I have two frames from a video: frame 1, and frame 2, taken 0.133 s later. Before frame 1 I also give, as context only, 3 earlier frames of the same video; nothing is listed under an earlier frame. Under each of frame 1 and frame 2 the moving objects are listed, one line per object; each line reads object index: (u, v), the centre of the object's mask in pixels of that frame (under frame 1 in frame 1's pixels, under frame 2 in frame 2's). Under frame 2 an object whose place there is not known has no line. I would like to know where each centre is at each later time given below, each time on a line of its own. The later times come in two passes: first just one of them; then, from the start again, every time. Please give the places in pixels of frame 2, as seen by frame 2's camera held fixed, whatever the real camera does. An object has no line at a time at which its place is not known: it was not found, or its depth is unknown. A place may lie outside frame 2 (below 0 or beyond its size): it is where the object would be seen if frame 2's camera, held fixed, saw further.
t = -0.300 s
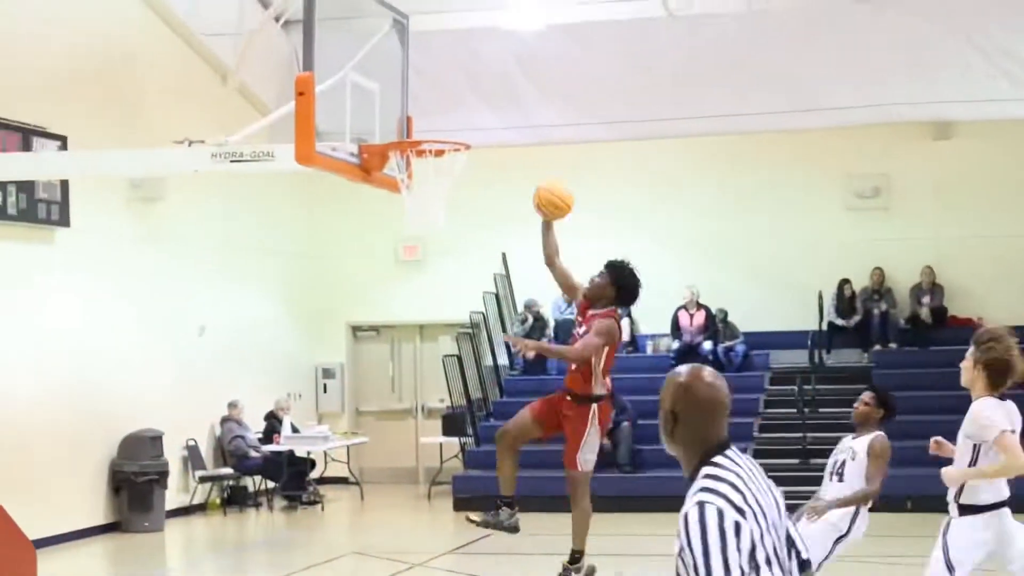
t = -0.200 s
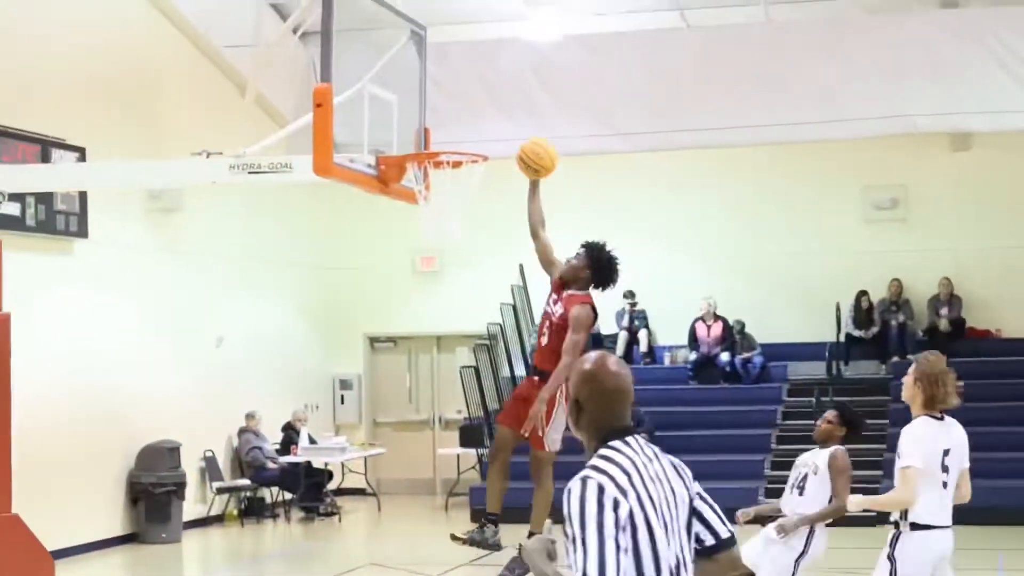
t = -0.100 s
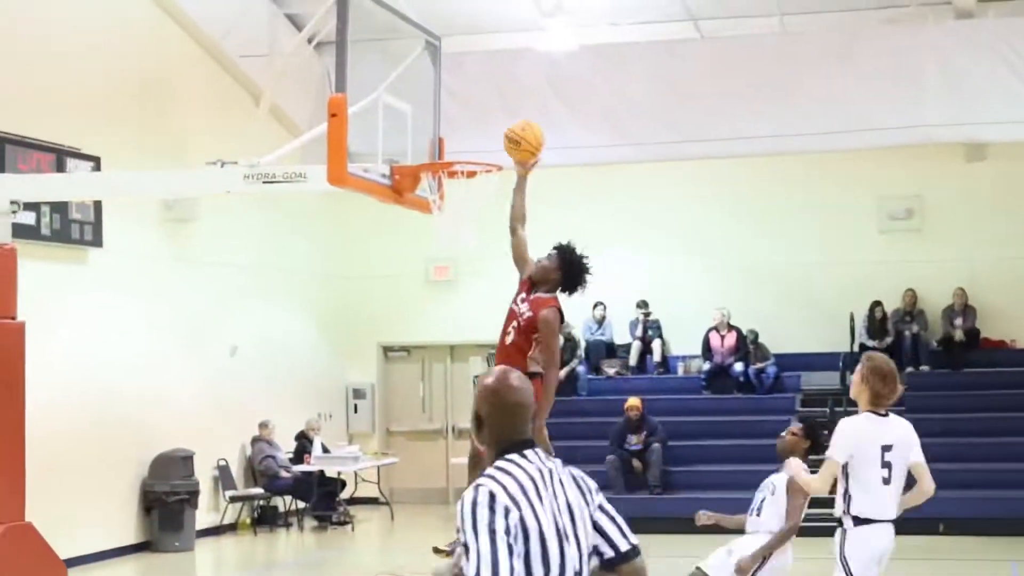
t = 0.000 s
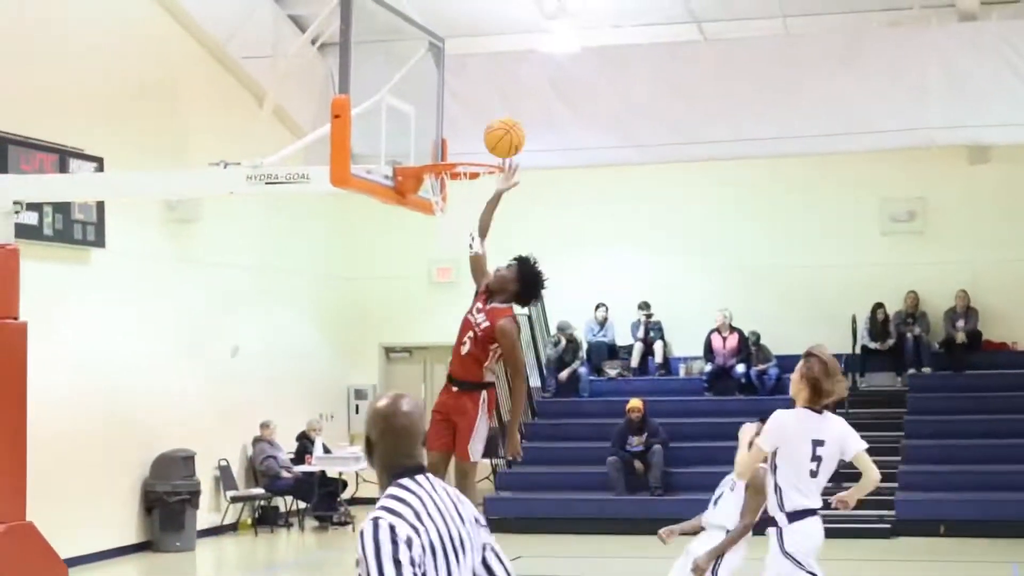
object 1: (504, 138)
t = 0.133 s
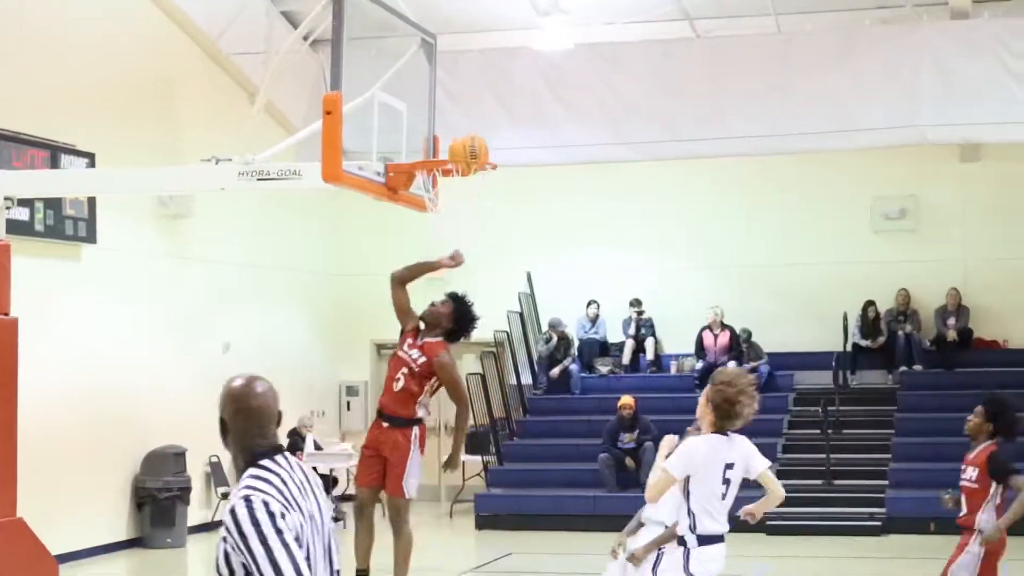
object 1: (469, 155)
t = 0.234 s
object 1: (449, 189)
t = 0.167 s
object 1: (463, 164)
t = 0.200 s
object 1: (457, 179)
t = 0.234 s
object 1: (449, 189)
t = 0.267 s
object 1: (443, 204)
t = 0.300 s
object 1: (440, 217)
